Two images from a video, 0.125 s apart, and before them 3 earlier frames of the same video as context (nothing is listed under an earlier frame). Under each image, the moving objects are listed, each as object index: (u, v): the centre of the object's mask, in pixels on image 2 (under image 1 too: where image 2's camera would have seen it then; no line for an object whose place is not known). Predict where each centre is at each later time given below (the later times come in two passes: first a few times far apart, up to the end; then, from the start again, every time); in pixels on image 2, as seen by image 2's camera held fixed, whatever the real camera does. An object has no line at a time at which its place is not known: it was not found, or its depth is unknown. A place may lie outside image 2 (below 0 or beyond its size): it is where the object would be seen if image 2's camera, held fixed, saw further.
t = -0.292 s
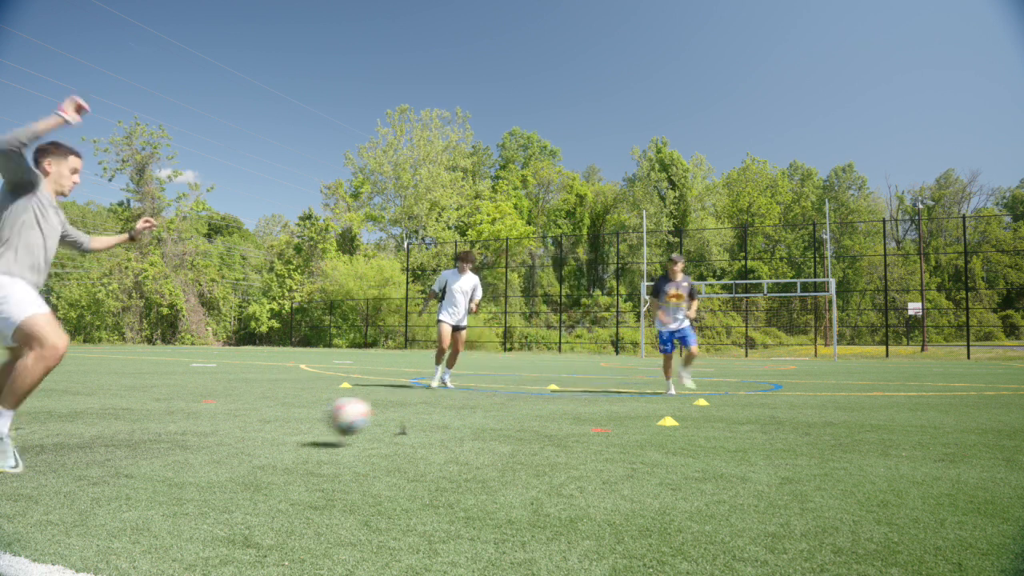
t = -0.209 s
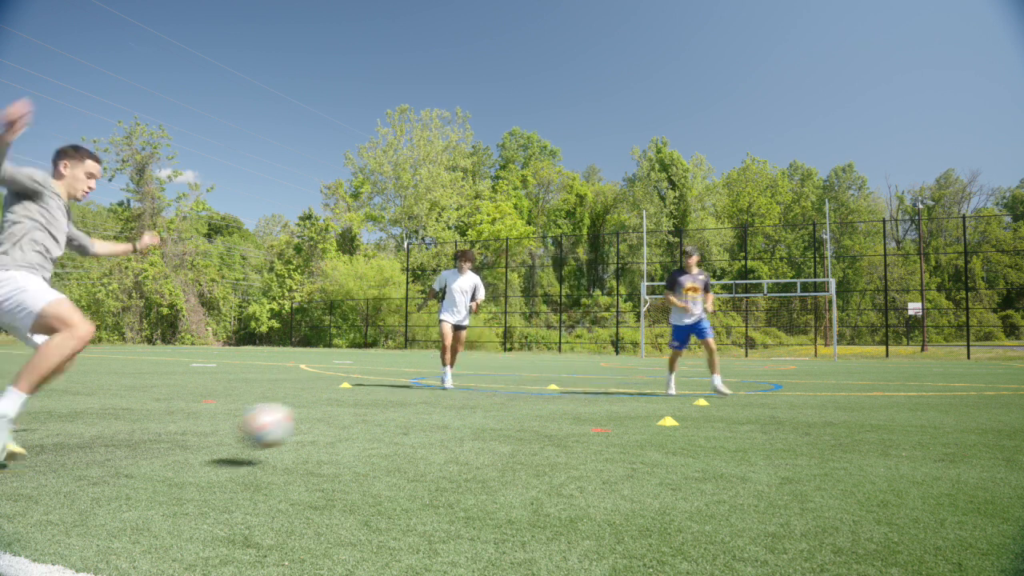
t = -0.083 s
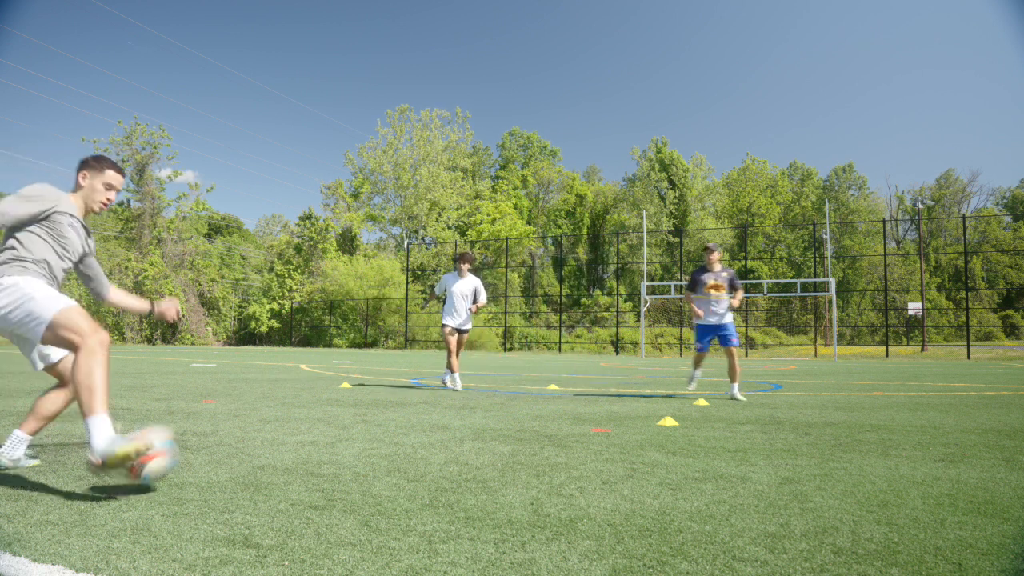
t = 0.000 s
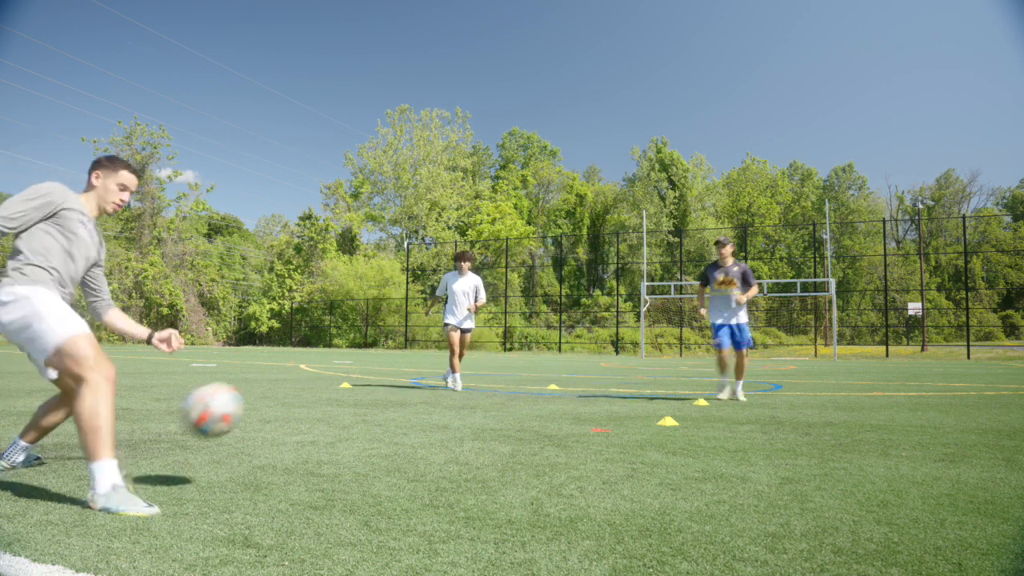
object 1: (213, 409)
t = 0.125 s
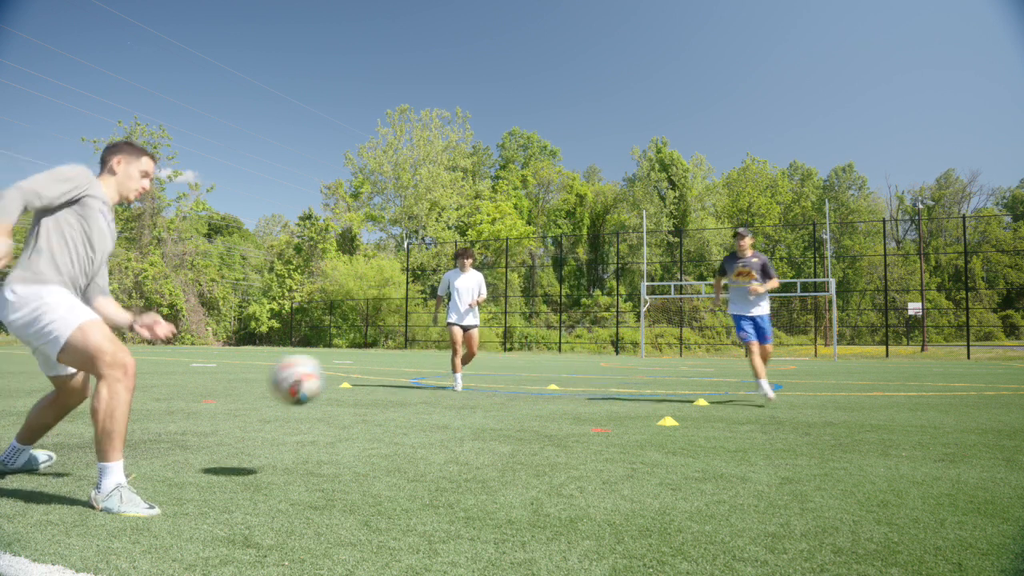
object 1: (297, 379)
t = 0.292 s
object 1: (397, 394)
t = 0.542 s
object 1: (523, 416)
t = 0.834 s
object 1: (640, 418)
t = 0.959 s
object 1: (679, 422)
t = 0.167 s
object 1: (324, 377)
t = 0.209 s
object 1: (349, 379)
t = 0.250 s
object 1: (374, 385)
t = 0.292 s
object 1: (397, 394)
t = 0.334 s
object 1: (418, 406)
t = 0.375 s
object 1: (439, 421)
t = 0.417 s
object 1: (459, 440)
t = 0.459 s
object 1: (483, 432)
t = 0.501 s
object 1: (503, 423)
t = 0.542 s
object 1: (523, 416)
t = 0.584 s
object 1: (541, 414)
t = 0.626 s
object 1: (560, 414)
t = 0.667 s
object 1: (577, 417)
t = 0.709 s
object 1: (595, 423)
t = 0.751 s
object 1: (612, 430)
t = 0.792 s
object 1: (626, 423)
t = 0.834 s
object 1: (640, 418)
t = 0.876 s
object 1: (653, 417)
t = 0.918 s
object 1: (666, 418)
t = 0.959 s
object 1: (679, 422)
